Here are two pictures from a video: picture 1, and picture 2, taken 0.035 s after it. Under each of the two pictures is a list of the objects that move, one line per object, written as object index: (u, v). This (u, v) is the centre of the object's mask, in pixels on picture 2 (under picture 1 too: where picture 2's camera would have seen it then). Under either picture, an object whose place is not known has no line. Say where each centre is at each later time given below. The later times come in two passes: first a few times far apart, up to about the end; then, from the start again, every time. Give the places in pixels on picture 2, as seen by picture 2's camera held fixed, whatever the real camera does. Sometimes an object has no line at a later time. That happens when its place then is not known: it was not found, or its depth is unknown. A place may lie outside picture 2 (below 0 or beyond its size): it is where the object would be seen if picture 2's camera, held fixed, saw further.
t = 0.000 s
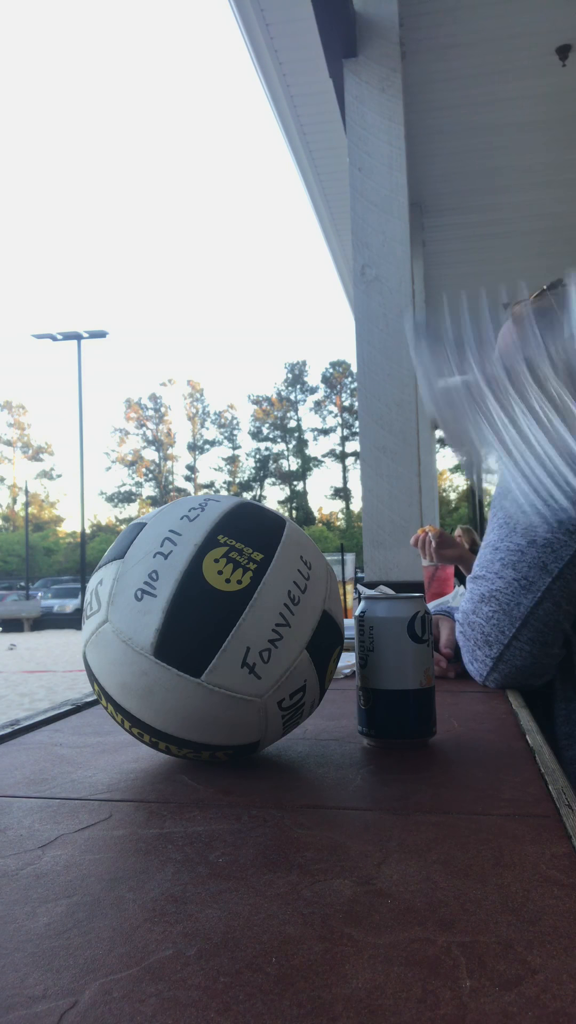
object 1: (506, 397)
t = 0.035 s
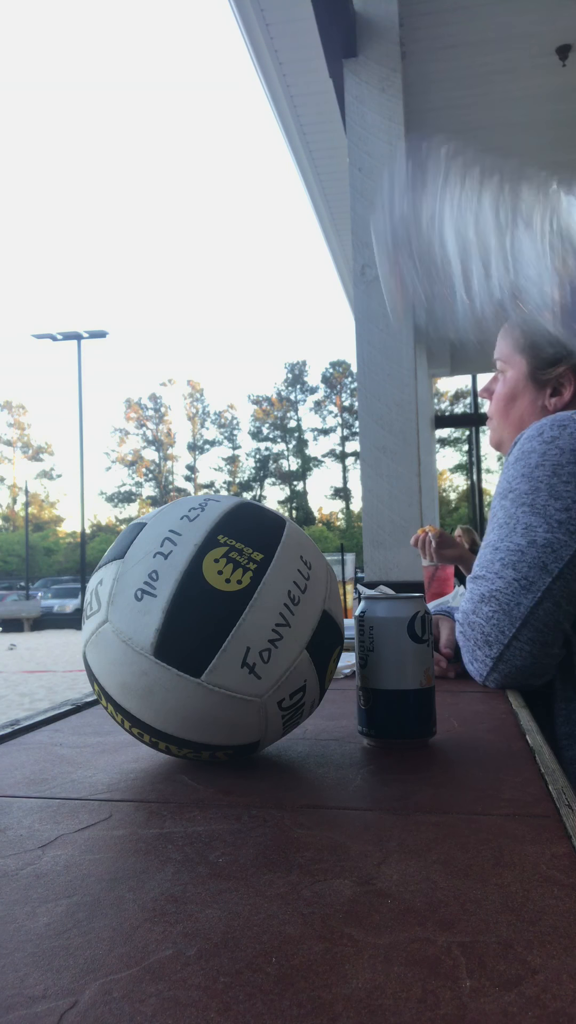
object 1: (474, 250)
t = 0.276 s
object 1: (416, 96)
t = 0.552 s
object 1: (400, 723)
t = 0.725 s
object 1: (343, 787)
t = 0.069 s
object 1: (481, 154)
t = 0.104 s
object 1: (495, 150)
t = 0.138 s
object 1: (457, 126)
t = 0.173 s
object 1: (422, 97)
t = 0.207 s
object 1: (406, 81)
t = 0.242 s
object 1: (406, 81)
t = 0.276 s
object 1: (416, 96)
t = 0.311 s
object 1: (430, 139)
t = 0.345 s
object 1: (435, 220)
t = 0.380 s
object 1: (443, 320)
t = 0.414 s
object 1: (442, 479)
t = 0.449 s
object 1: (444, 647)
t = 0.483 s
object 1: (433, 724)
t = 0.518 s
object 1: (414, 714)
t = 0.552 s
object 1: (400, 723)
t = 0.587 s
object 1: (384, 738)
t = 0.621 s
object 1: (373, 765)
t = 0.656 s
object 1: (370, 795)
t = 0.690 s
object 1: (356, 785)
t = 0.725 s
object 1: (343, 787)
